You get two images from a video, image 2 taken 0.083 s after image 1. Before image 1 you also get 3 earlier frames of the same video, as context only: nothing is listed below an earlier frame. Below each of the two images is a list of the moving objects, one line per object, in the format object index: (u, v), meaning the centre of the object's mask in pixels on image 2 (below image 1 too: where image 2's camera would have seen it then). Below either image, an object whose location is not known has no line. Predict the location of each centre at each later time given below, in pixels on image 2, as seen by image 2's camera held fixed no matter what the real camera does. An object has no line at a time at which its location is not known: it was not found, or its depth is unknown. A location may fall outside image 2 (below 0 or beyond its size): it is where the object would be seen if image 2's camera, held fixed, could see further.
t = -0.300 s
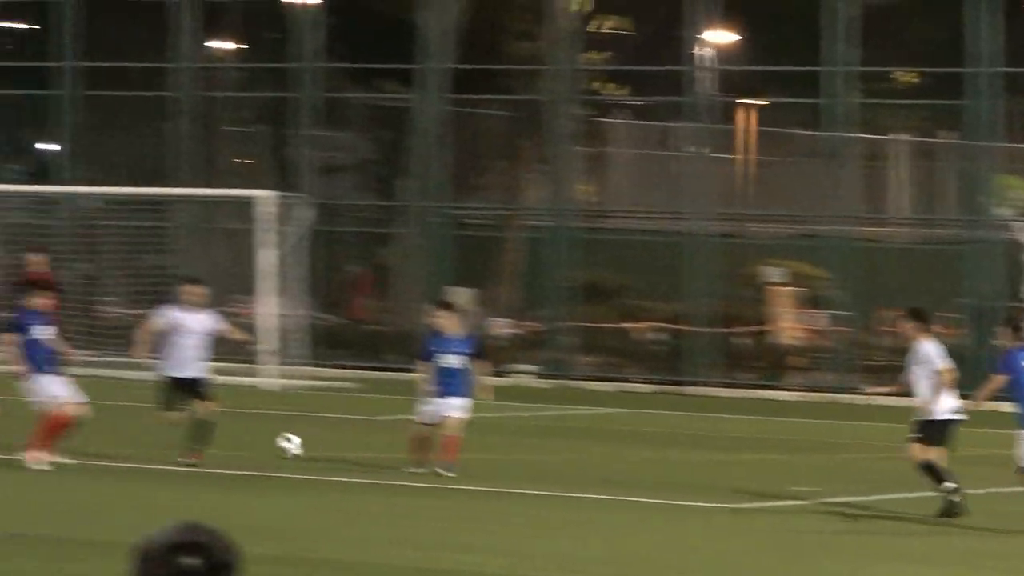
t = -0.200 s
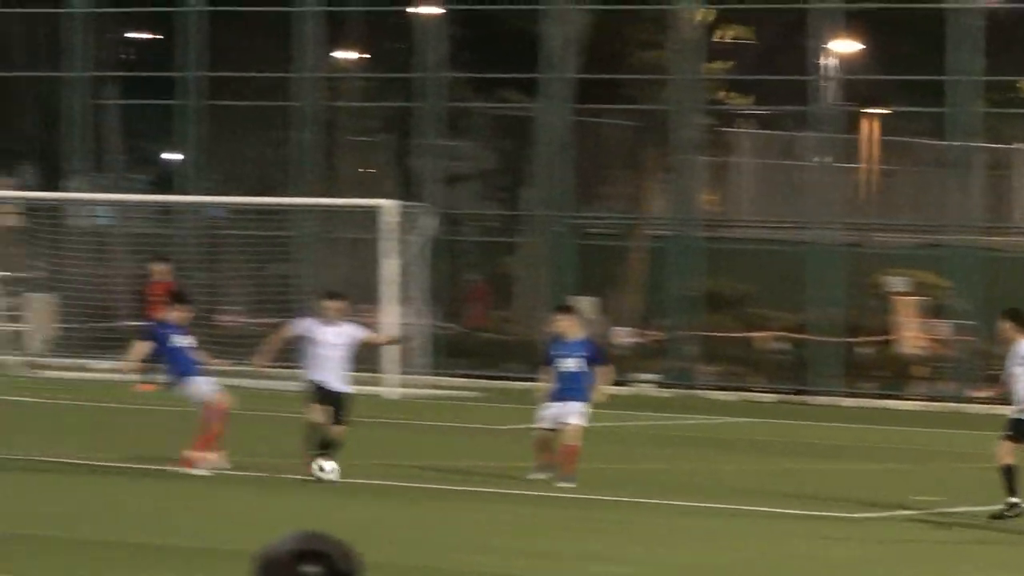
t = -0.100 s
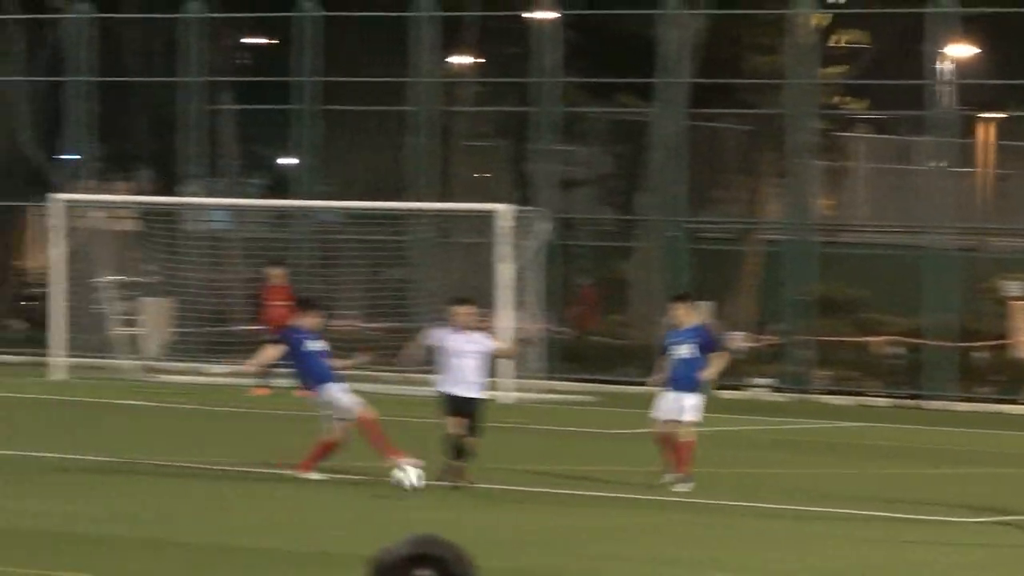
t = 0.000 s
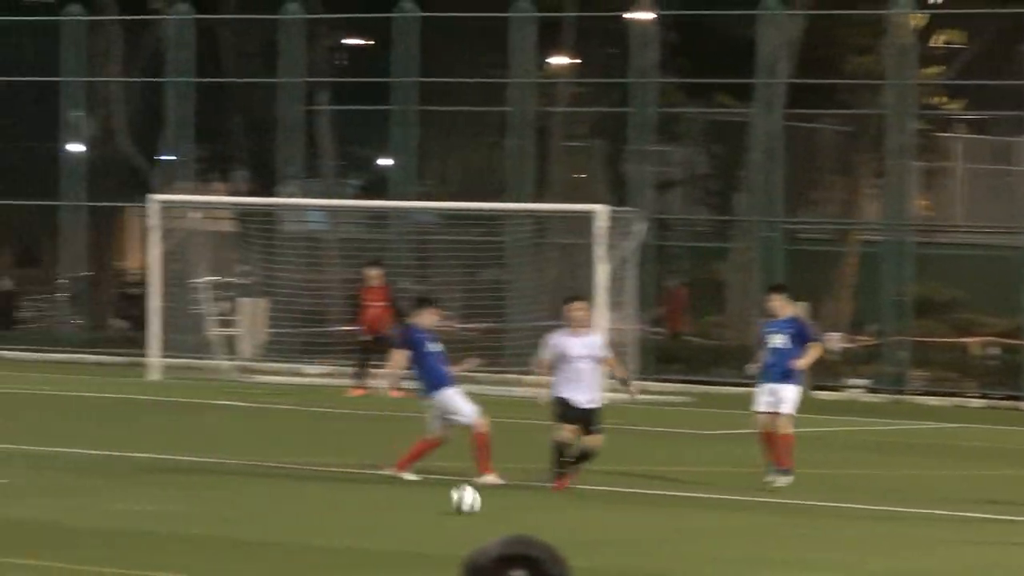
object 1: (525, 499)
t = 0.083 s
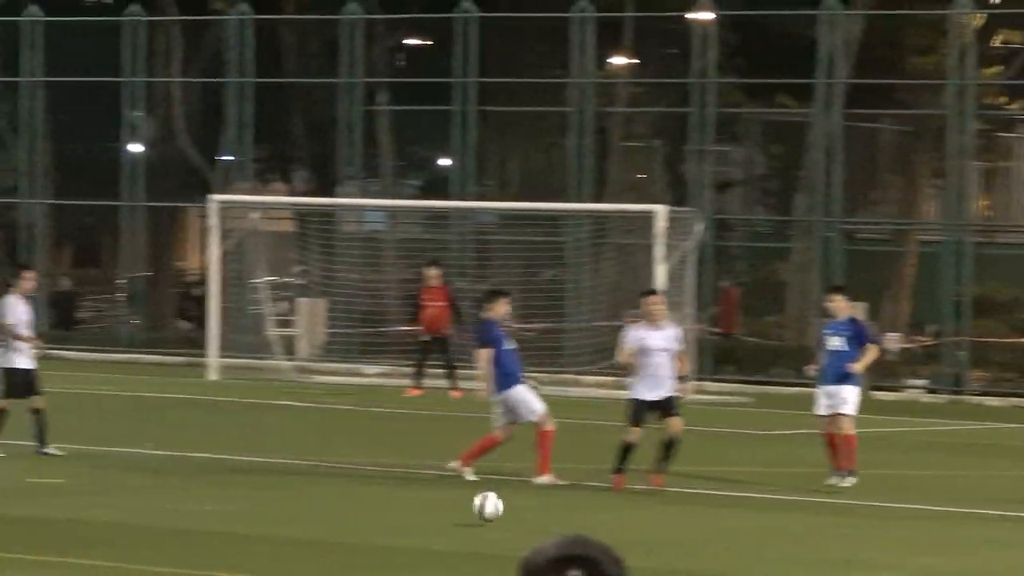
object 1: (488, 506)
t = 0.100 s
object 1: (478, 508)
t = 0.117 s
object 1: (470, 510)
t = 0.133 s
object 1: (461, 514)
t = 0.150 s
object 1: (450, 519)
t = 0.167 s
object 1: (441, 523)
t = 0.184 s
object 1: (432, 528)
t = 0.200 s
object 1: (421, 533)
